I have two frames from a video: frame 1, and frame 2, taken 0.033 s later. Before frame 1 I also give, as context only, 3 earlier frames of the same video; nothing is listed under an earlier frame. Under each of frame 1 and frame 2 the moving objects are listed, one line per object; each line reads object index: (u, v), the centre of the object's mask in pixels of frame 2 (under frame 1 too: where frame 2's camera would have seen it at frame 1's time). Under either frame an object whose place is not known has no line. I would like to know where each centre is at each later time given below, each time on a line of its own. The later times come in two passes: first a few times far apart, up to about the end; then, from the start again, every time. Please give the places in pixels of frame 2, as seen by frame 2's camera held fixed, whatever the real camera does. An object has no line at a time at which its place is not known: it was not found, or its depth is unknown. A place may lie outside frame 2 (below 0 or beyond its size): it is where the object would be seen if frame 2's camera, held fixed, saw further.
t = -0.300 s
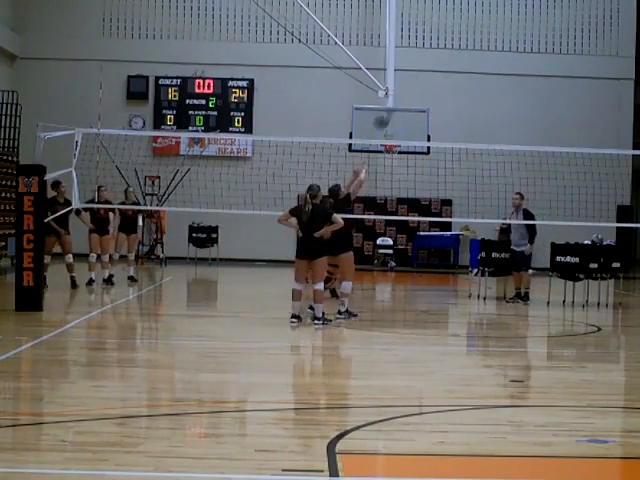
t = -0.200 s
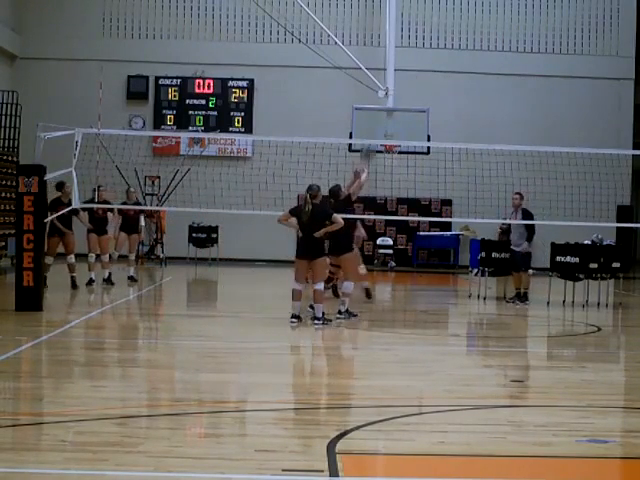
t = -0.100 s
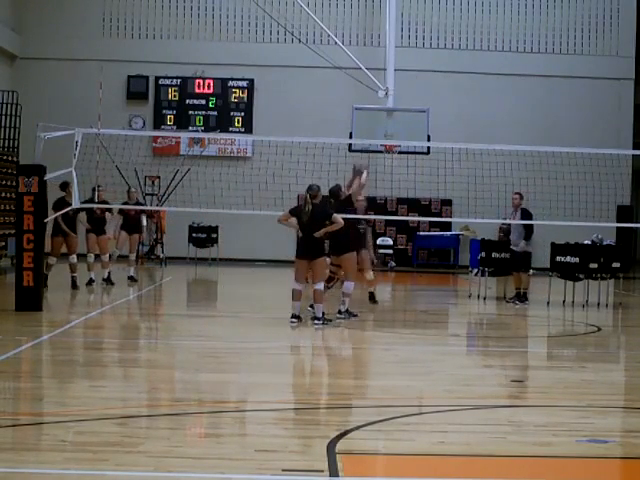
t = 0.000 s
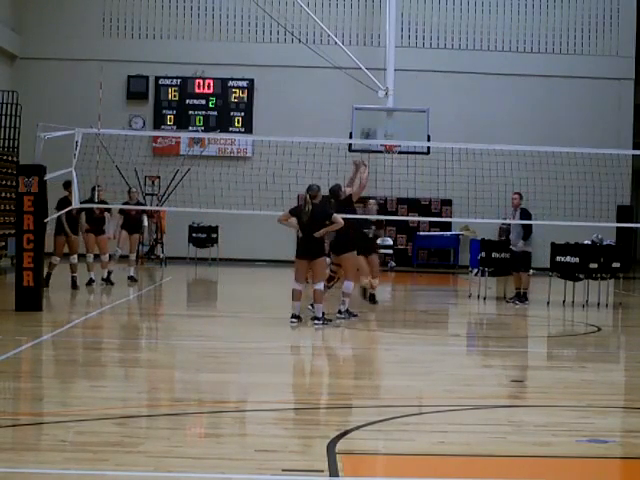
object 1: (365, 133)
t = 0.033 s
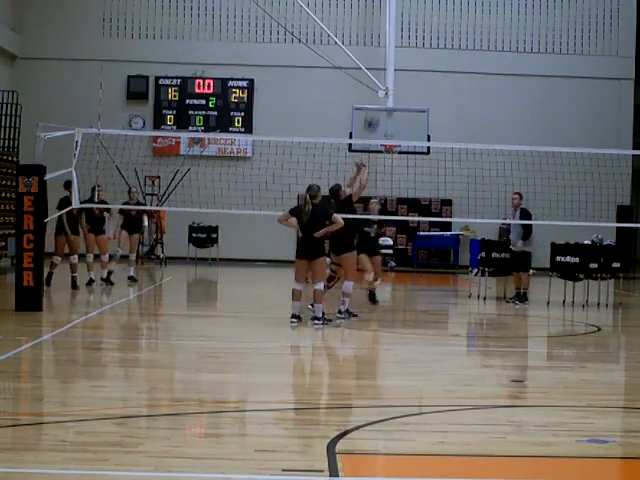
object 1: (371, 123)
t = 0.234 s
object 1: (387, 75)
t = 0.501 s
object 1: (407, 57)
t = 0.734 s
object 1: (423, 84)
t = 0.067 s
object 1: (373, 115)
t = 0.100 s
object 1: (376, 103)
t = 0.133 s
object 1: (379, 95)
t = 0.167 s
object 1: (382, 87)
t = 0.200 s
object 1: (384, 82)
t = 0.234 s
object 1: (387, 75)
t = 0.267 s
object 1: (390, 70)
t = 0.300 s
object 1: (392, 65)
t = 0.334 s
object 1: (395, 62)
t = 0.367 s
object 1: (397, 59)
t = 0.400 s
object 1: (400, 57)
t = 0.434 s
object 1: (402, 56)
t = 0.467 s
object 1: (404, 56)
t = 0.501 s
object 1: (407, 57)
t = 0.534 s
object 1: (409, 58)
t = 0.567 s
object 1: (412, 60)
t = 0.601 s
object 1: (414, 63)
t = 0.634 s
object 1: (416, 67)
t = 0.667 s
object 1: (418, 72)
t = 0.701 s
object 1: (421, 77)
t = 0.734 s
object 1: (423, 84)
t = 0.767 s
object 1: (425, 91)
